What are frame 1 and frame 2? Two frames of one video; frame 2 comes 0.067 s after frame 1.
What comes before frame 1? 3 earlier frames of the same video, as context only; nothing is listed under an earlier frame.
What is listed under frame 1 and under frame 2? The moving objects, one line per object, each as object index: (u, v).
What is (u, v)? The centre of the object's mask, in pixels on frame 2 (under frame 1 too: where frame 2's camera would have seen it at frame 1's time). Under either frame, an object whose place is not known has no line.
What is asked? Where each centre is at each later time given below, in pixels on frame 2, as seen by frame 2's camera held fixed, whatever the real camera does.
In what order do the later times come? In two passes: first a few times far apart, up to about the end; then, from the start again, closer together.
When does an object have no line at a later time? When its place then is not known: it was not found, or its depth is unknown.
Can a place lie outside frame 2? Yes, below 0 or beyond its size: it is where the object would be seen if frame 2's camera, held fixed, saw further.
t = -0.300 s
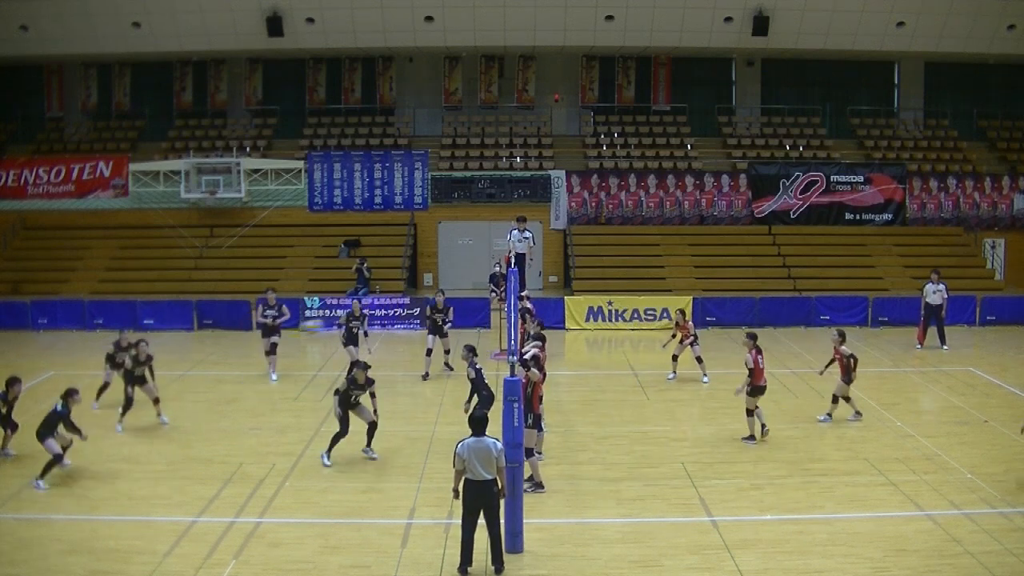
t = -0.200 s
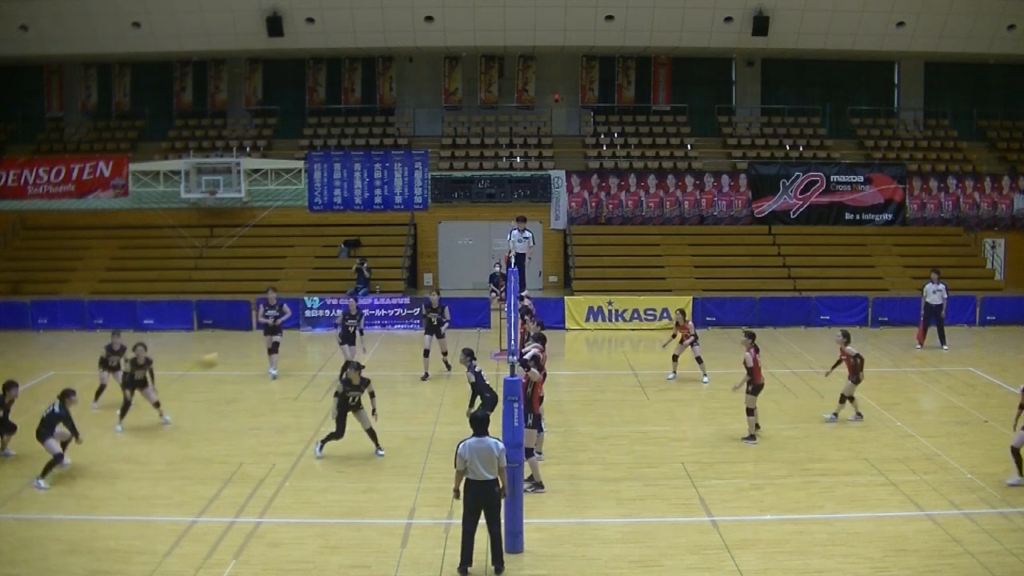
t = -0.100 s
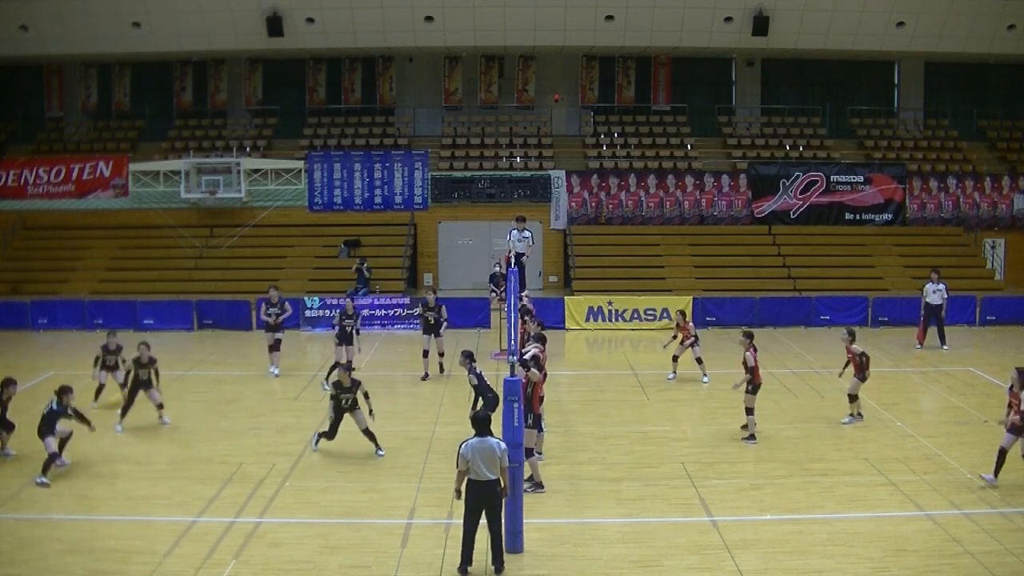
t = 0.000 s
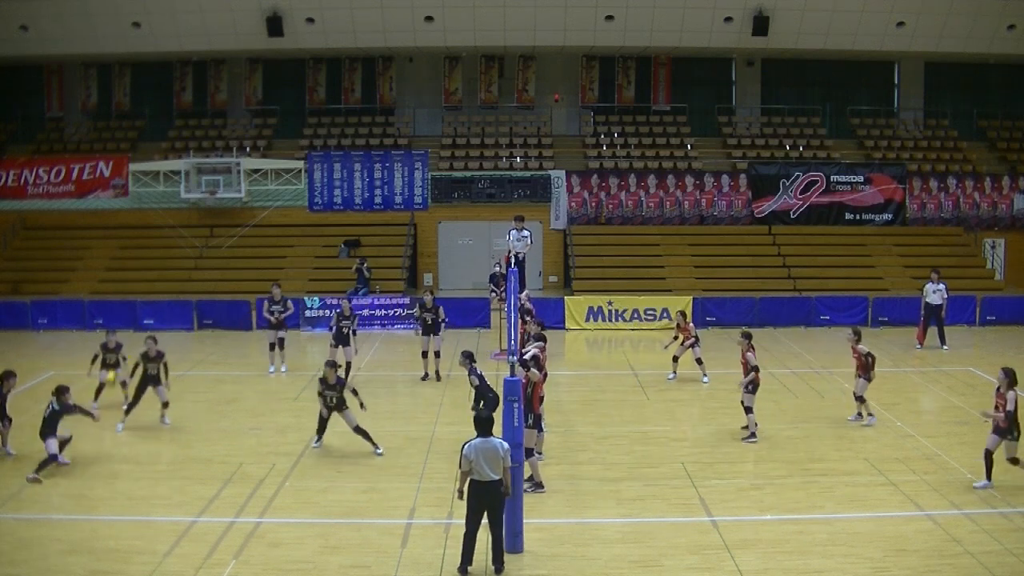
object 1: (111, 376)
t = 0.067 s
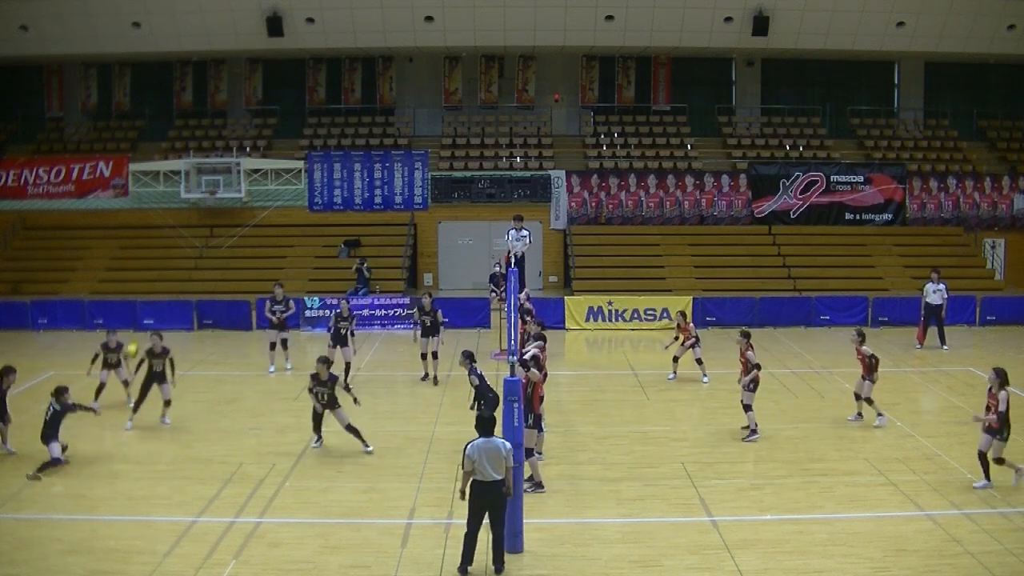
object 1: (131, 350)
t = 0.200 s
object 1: (172, 305)
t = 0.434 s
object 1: (243, 254)
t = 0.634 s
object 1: (303, 241)
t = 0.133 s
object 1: (153, 324)
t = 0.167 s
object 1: (162, 315)
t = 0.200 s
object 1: (172, 305)
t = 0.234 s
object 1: (183, 295)
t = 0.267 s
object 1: (193, 286)
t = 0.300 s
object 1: (202, 279)
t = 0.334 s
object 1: (213, 272)
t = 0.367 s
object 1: (223, 265)
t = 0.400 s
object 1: (233, 260)
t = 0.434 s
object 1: (243, 254)
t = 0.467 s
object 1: (253, 251)
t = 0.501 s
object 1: (263, 247)
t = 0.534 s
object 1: (273, 245)
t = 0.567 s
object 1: (283, 243)
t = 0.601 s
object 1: (293, 242)
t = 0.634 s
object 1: (303, 241)
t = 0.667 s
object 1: (313, 242)
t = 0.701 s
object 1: (323, 243)
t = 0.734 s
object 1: (332, 245)
